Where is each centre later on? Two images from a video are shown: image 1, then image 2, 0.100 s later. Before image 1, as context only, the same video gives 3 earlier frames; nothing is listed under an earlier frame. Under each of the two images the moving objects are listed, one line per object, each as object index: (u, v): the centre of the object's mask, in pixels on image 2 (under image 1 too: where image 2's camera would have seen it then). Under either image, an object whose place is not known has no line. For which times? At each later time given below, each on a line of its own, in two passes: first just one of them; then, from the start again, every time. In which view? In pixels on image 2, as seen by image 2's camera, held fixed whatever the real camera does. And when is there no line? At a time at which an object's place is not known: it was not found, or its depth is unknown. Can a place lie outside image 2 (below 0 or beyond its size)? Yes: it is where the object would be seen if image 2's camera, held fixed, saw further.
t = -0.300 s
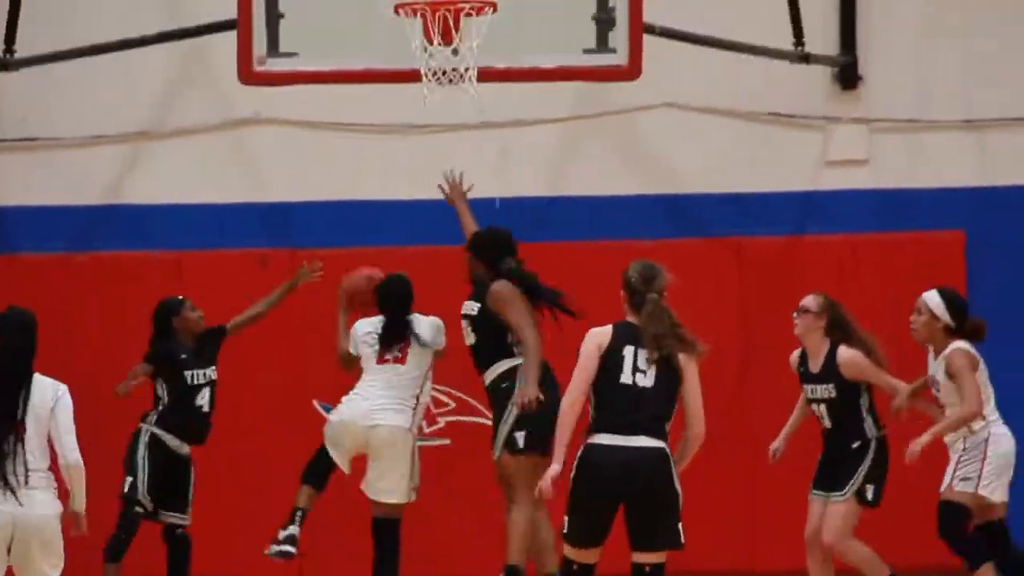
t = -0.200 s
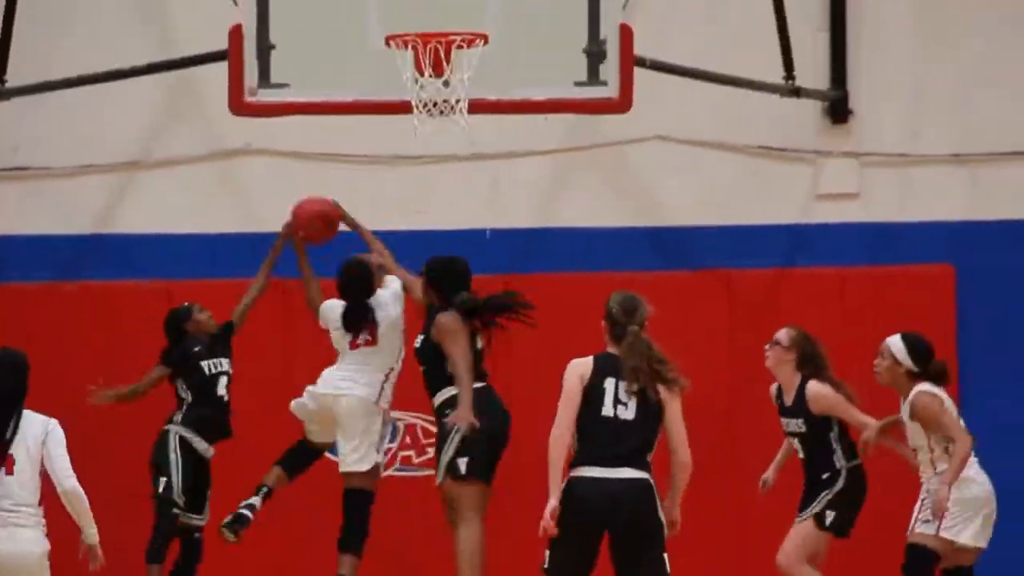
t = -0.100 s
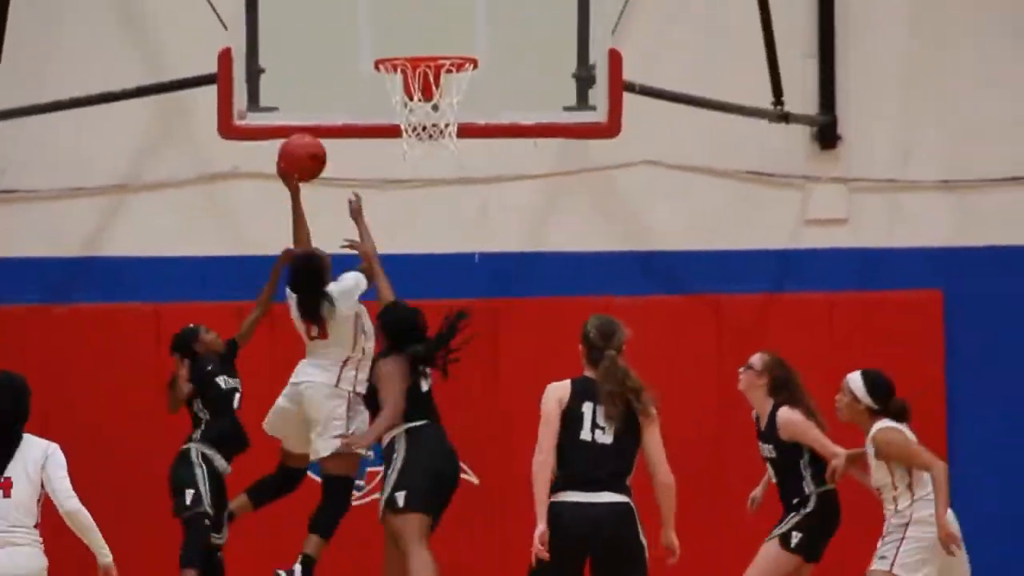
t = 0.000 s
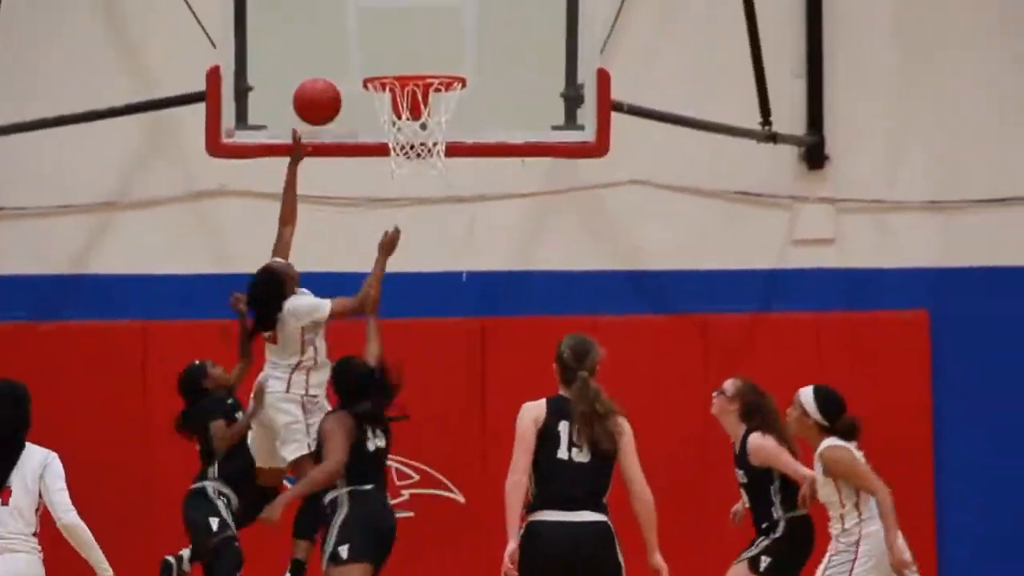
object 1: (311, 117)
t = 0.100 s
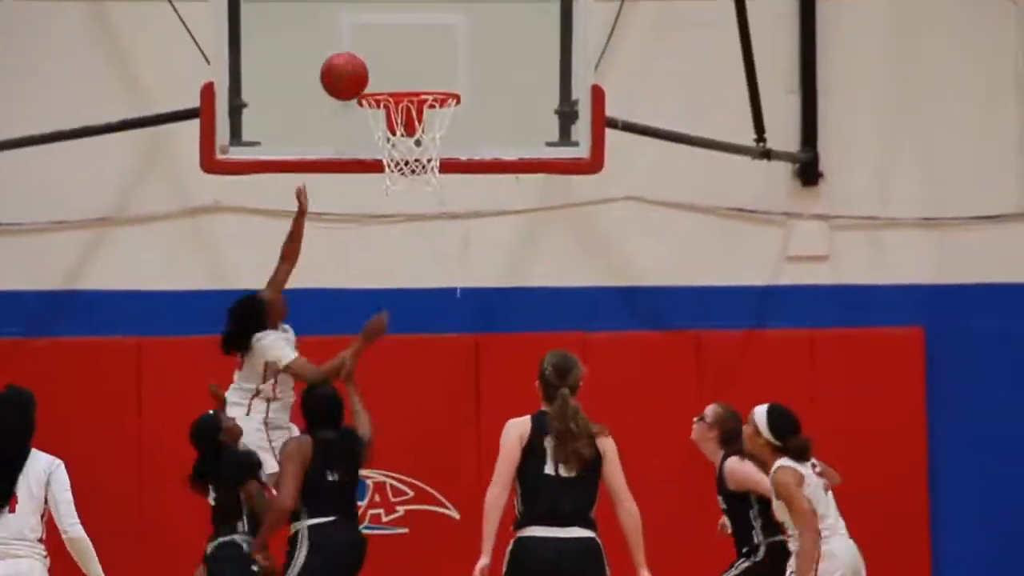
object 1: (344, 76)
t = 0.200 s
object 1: (375, 63)
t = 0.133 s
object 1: (354, 70)
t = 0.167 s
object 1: (365, 65)
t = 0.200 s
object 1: (375, 63)
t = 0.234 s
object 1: (385, 63)
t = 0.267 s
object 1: (396, 66)
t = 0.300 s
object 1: (406, 70)
